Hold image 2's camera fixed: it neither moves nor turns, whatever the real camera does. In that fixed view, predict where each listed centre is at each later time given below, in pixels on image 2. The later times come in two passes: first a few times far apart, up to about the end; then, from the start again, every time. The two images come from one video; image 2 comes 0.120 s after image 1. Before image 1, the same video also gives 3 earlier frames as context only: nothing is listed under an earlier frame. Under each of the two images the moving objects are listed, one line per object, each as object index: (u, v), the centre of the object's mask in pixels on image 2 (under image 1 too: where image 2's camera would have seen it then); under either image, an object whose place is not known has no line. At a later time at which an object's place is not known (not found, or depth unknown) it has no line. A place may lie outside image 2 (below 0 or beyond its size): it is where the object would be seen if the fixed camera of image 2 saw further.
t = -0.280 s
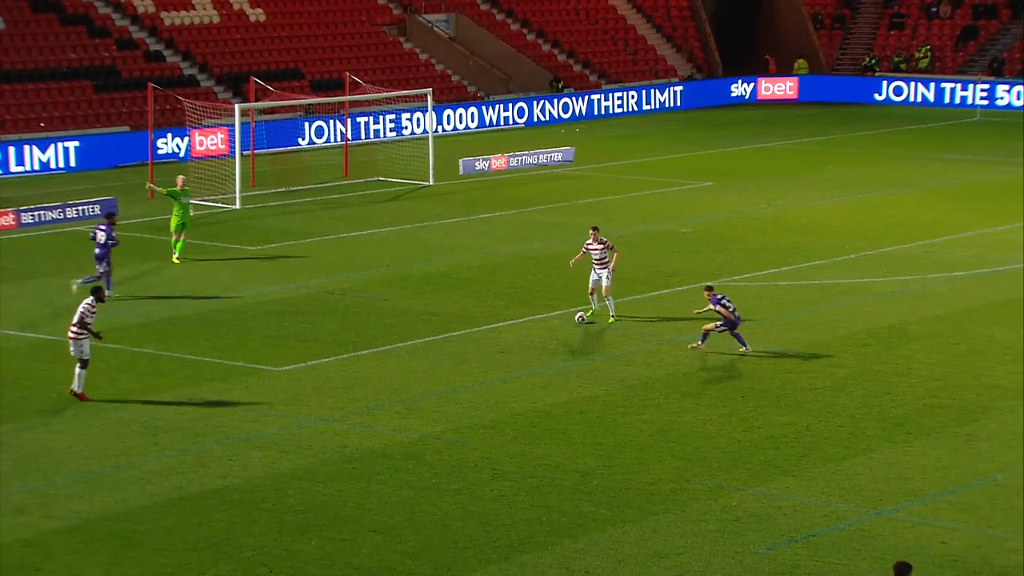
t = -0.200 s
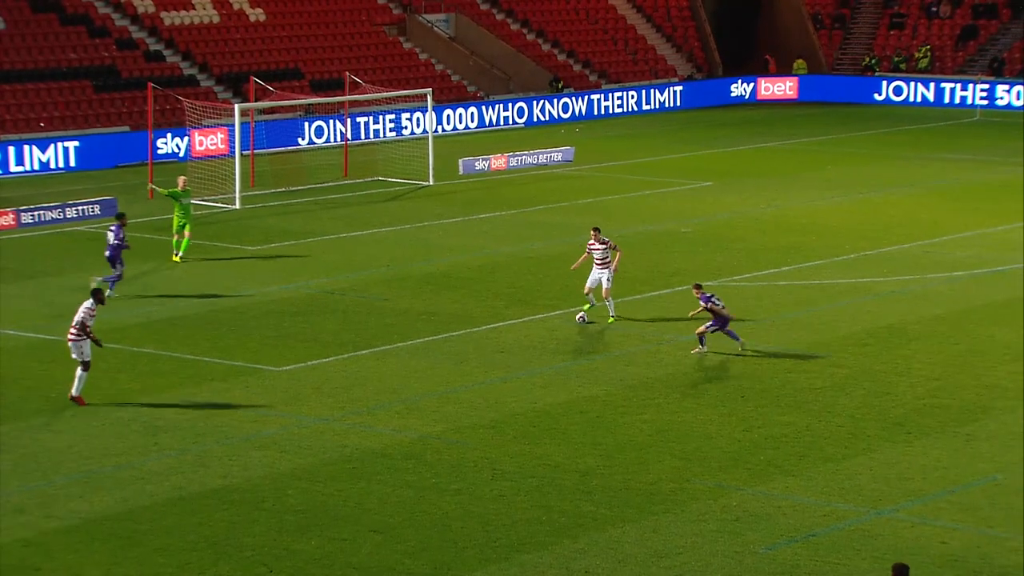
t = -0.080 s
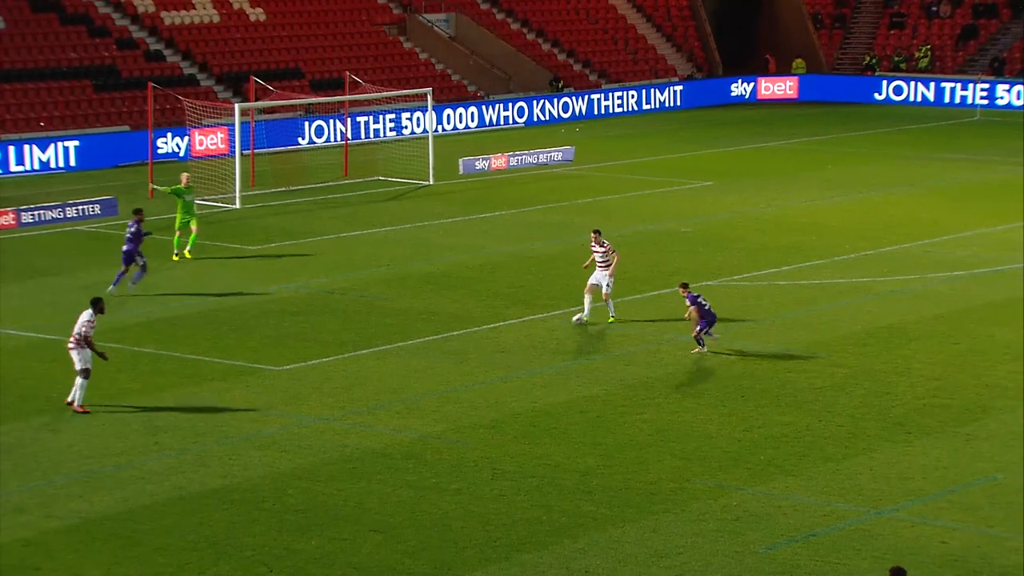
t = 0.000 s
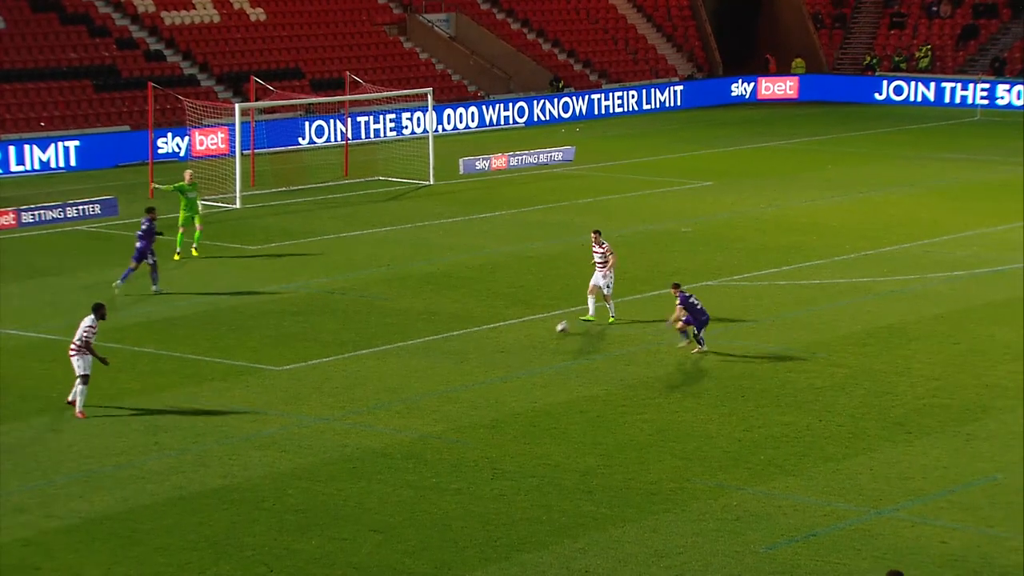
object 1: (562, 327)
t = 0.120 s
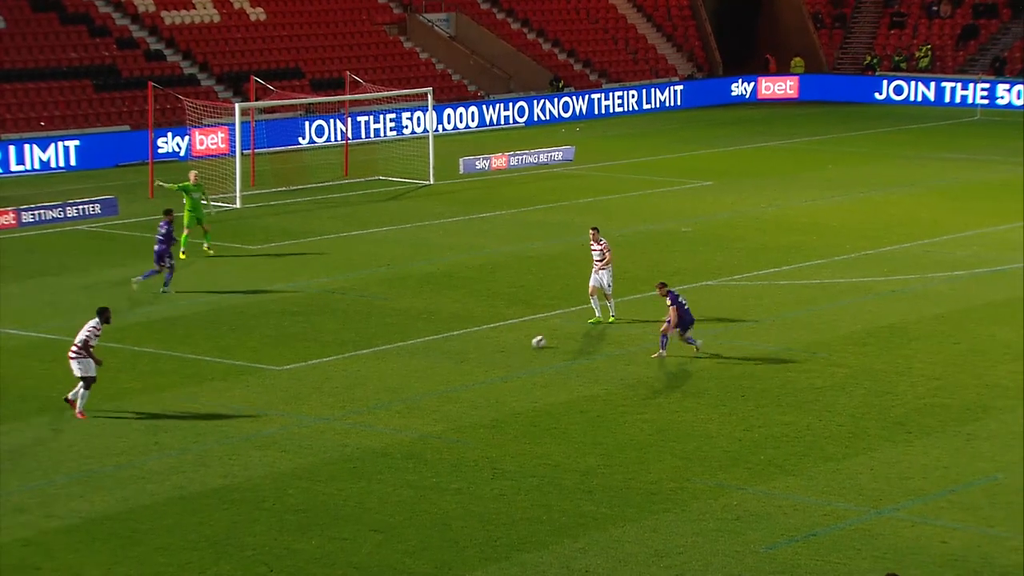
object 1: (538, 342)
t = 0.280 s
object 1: (507, 361)
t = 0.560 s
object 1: (452, 392)
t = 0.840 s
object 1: (402, 420)
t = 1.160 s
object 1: (353, 448)
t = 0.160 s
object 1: (530, 345)
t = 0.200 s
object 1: (522, 350)
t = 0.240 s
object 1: (515, 354)
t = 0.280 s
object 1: (507, 361)
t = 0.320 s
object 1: (499, 364)
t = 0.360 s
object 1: (491, 368)
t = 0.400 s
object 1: (483, 373)
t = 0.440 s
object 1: (475, 379)
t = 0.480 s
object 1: (467, 383)
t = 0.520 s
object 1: (459, 387)
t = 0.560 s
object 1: (452, 392)
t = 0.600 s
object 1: (445, 395)
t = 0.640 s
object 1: (437, 400)
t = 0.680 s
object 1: (430, 404)
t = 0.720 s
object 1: (423, 408)
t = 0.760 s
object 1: (416, 412)
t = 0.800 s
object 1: (409, 416)
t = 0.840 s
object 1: (402, 420)
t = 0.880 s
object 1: (396, 424)
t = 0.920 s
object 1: (389, 428)
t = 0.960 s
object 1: (382, 431)
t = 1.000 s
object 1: (376, 435)
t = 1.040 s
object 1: (371, 438)
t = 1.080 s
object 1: (364, 441)
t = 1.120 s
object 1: (359, 445)
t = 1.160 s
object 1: (353, 448)
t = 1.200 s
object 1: (347, 451)
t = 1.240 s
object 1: (341, 454)
